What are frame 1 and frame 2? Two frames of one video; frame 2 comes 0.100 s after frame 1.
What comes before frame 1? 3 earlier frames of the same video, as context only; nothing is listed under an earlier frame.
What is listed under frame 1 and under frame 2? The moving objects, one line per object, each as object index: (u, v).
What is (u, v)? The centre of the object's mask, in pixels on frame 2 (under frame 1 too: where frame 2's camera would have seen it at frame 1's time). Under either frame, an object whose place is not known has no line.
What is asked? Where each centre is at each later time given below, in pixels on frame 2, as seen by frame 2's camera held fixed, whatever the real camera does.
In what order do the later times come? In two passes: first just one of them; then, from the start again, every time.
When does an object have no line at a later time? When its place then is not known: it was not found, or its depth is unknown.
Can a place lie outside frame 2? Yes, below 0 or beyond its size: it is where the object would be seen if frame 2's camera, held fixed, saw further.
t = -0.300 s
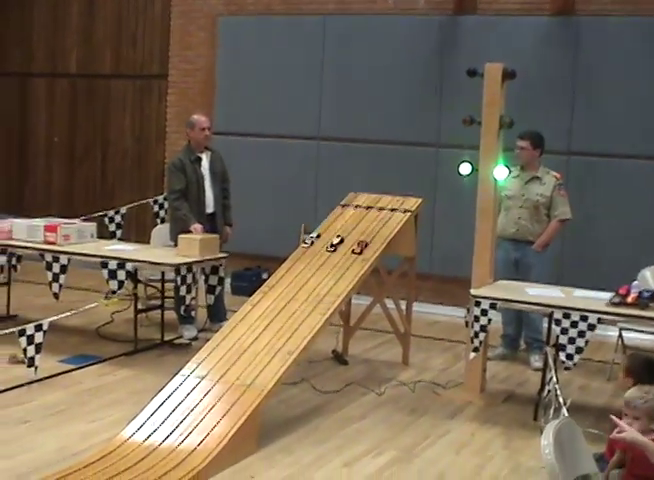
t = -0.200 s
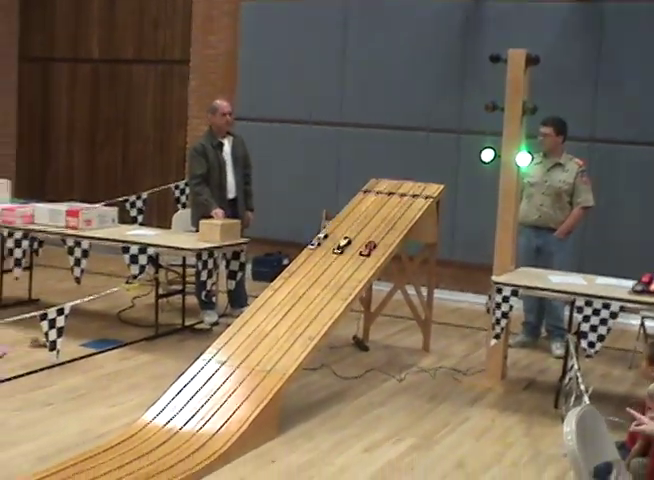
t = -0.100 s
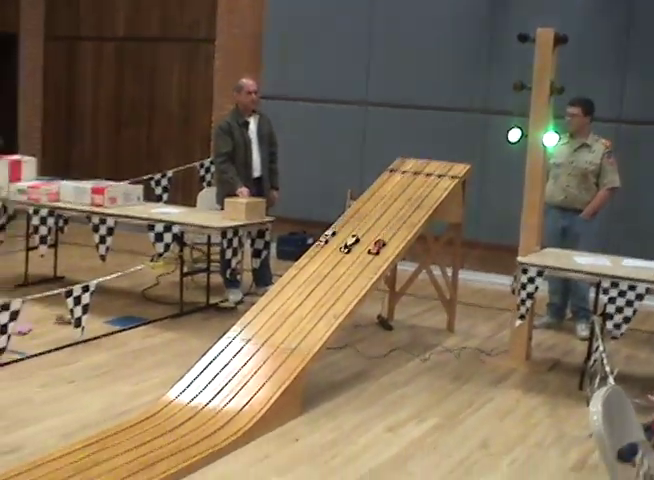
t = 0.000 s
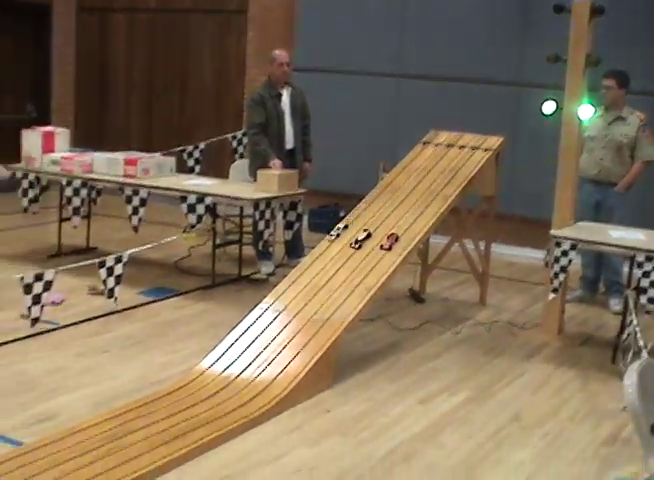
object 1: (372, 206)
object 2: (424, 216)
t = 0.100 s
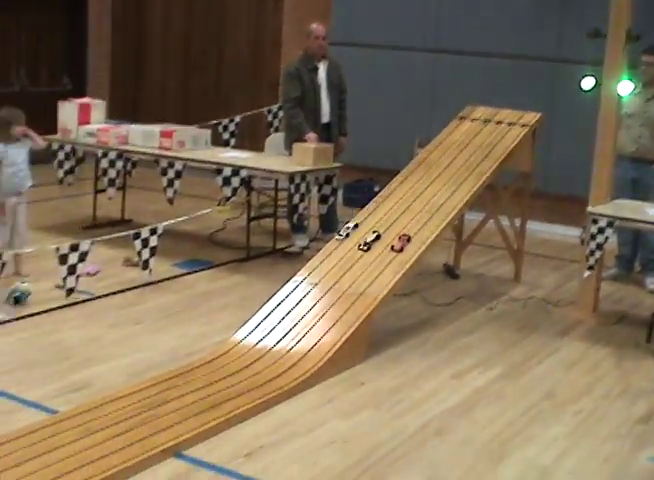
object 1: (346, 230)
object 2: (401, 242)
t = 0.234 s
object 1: (306, 271)
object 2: (362, 285)
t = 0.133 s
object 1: (337, 240)
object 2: (392, 252)
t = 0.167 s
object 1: (327, 249)
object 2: (383, 262)
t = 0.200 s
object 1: (318, 259)
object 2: (373, 273)
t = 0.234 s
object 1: (306, 271)
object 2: (362, 285)
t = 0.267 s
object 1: (295, 283)
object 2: (351, 297)
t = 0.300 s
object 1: (282, 296)
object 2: (340, 310)
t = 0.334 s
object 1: (269, 309)
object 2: (327, 324)
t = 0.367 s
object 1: (255, 322)
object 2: (314, 337)
